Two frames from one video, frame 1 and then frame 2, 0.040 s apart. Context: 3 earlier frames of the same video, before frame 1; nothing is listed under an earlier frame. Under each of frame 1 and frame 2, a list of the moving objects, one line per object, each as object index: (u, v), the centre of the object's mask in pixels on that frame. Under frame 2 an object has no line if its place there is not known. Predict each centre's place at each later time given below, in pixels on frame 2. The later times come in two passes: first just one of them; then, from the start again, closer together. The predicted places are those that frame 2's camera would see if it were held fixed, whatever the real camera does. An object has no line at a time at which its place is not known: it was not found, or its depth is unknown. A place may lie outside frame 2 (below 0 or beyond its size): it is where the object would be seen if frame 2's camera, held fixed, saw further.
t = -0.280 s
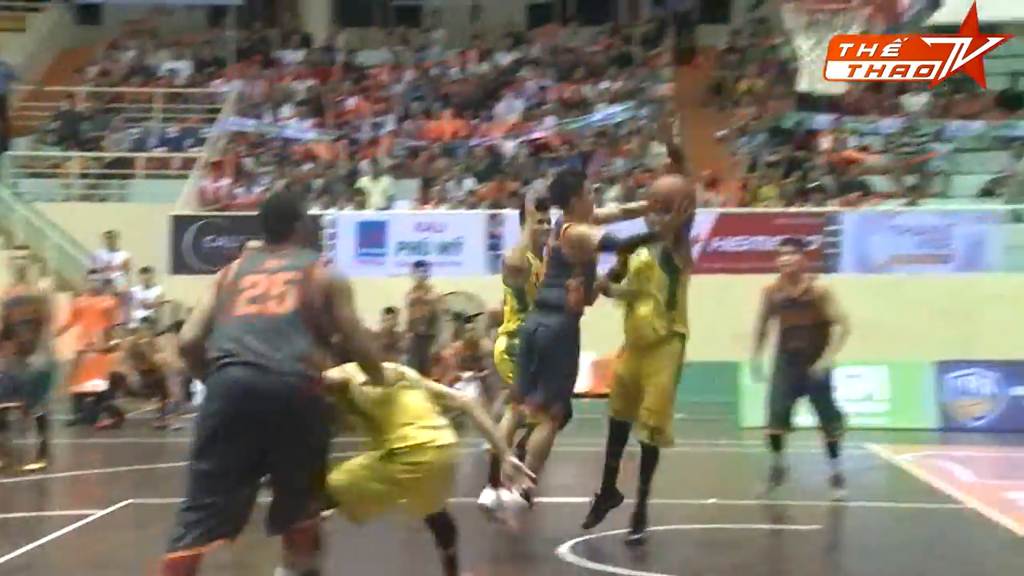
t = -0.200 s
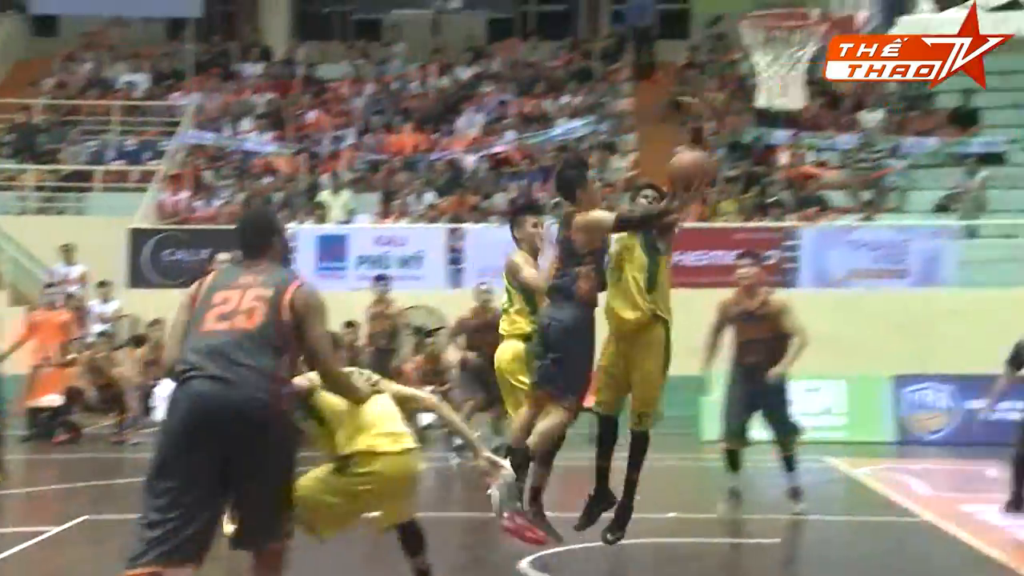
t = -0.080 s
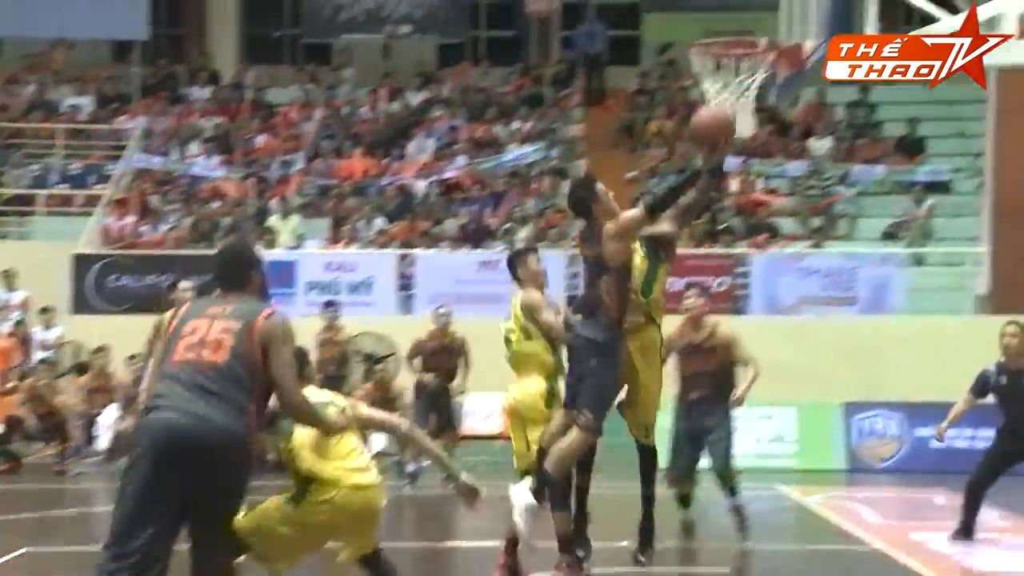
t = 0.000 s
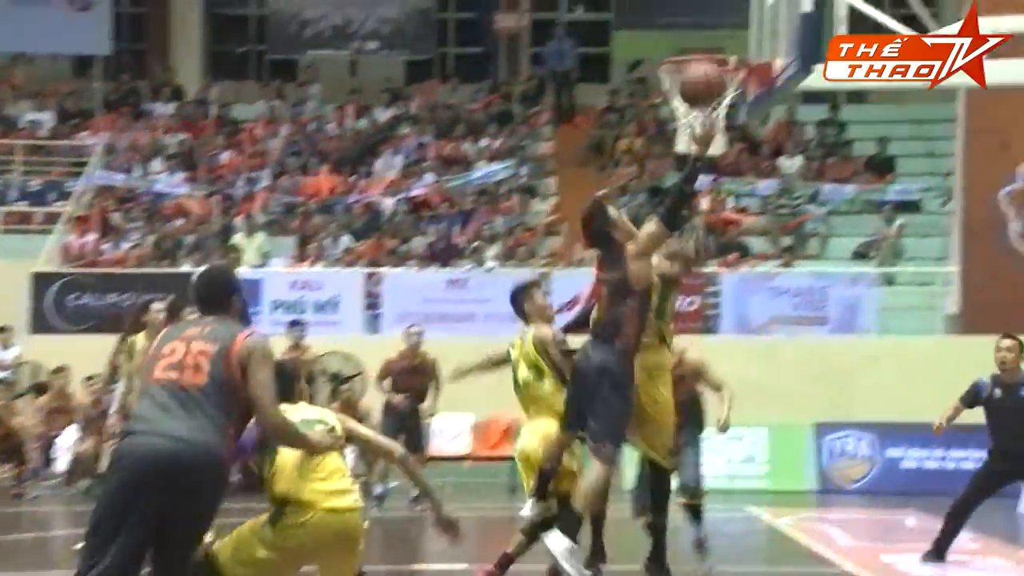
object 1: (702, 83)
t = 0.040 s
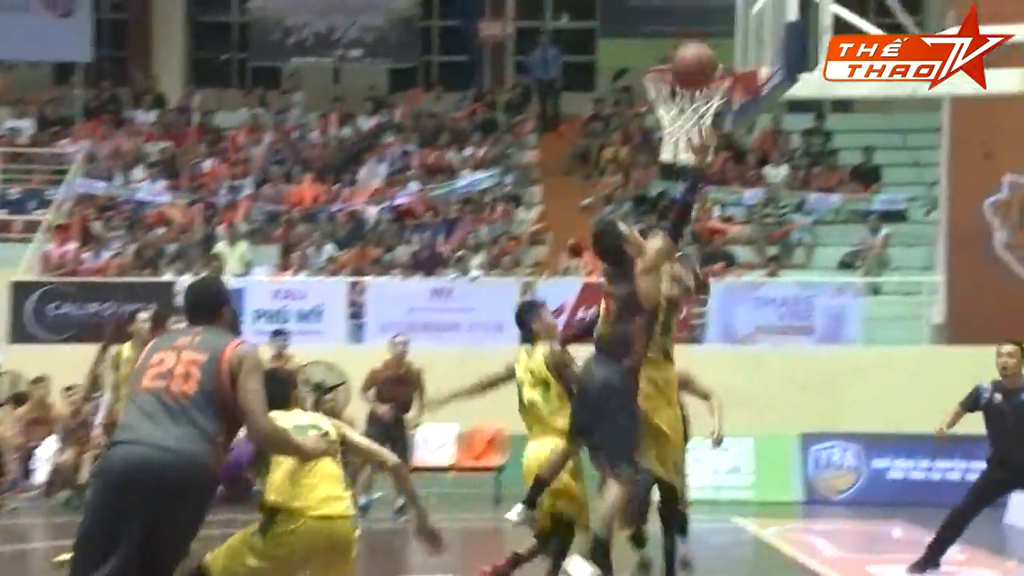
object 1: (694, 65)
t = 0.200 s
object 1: (708, -11)
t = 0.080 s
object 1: (698, 41)
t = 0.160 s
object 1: (705, -4)
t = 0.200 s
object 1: (708, -11)
